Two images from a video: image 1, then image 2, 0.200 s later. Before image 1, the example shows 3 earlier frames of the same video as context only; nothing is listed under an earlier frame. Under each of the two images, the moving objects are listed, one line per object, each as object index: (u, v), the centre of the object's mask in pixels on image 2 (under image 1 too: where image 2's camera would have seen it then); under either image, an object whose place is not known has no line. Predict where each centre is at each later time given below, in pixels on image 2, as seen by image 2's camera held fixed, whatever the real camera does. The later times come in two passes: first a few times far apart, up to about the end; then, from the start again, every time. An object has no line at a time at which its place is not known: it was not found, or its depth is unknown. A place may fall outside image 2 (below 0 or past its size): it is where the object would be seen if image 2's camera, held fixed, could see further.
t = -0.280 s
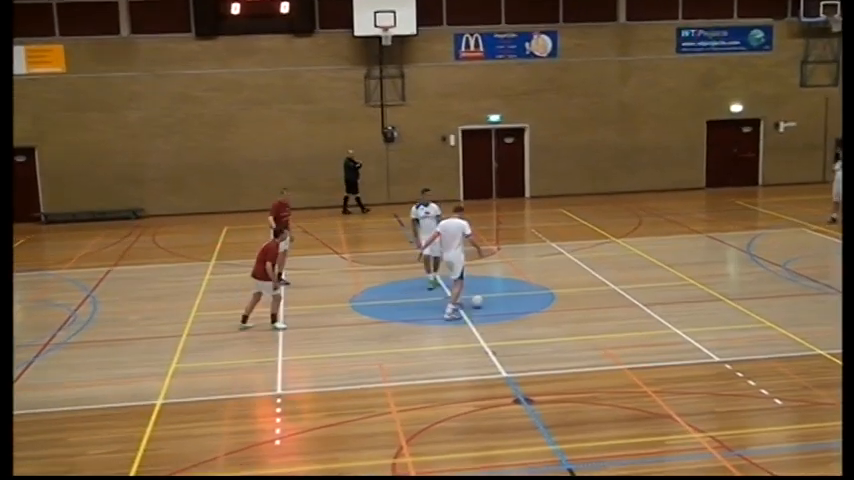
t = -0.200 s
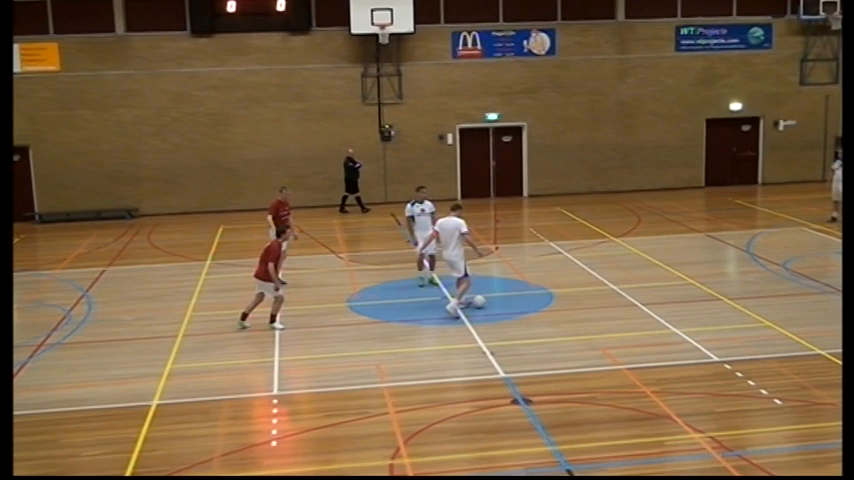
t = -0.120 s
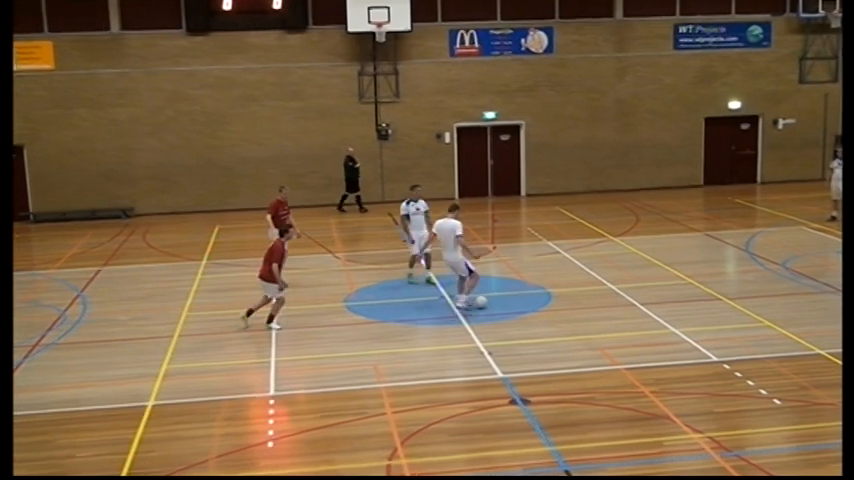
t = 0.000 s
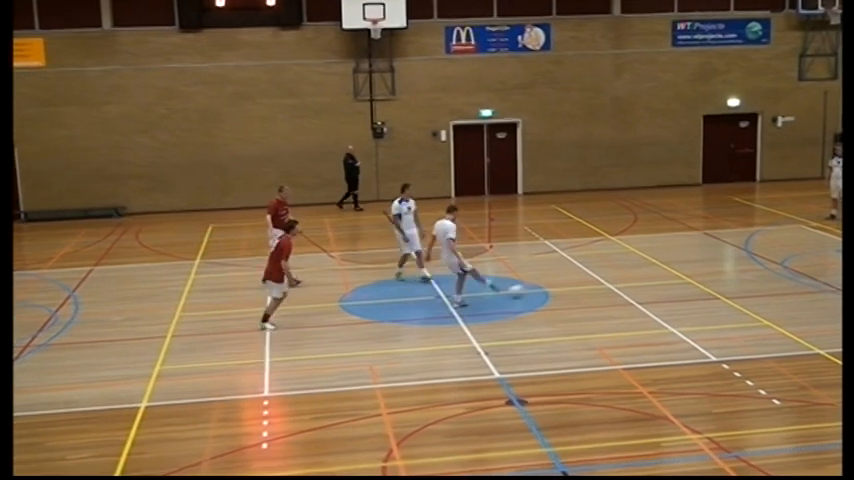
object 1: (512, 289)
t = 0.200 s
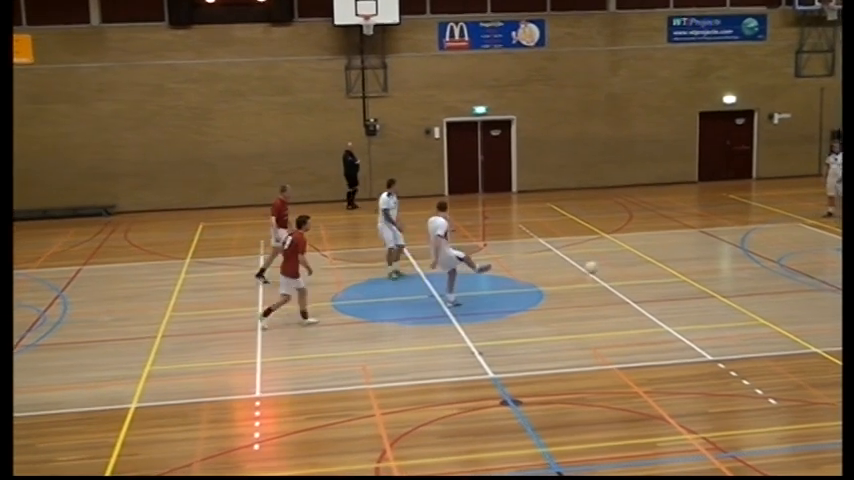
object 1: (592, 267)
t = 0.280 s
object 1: (617, 260)
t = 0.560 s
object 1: (687, 238)
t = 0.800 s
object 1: (729, 226)
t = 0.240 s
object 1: (605, 263)
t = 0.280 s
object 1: (617, 260)
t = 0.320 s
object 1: (629, 256)
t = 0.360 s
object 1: (640, 252)
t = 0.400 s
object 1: (650, 249)
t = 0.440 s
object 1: (661, 246)
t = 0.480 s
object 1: (670, 243)
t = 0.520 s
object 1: (678, 241)
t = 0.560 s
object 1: (687, 238)
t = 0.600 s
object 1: (695, 236)
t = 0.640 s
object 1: (703, 233)
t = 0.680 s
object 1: (710, 231)
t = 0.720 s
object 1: (717, 229)
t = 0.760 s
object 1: (723, 228)
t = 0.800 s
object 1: (729, 226)
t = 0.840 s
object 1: (733, 225)
